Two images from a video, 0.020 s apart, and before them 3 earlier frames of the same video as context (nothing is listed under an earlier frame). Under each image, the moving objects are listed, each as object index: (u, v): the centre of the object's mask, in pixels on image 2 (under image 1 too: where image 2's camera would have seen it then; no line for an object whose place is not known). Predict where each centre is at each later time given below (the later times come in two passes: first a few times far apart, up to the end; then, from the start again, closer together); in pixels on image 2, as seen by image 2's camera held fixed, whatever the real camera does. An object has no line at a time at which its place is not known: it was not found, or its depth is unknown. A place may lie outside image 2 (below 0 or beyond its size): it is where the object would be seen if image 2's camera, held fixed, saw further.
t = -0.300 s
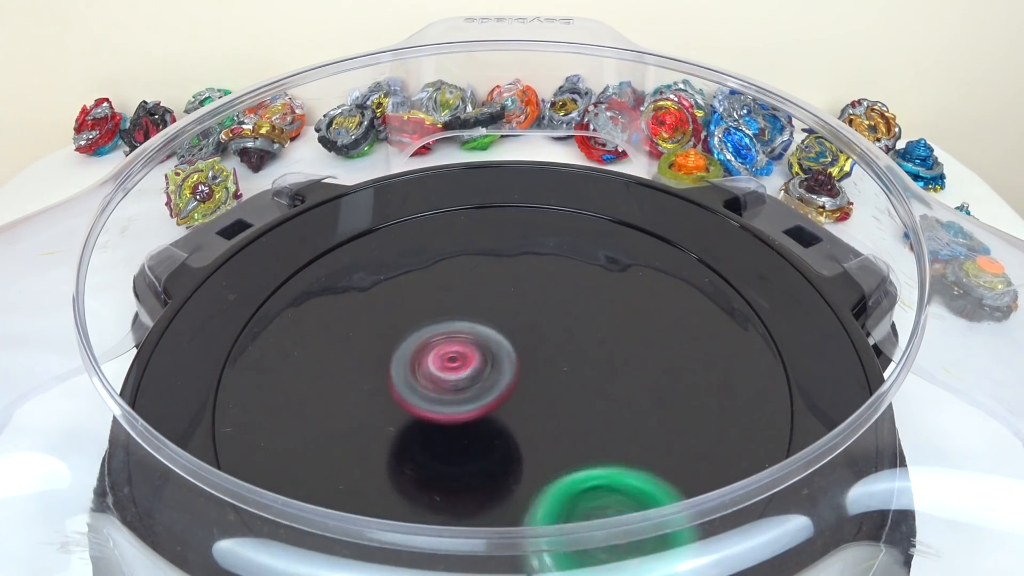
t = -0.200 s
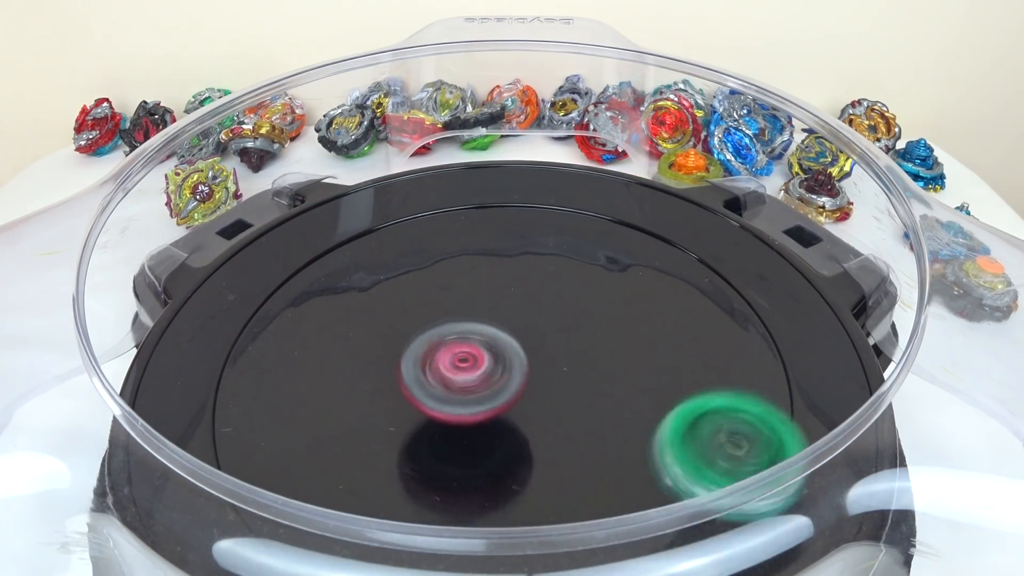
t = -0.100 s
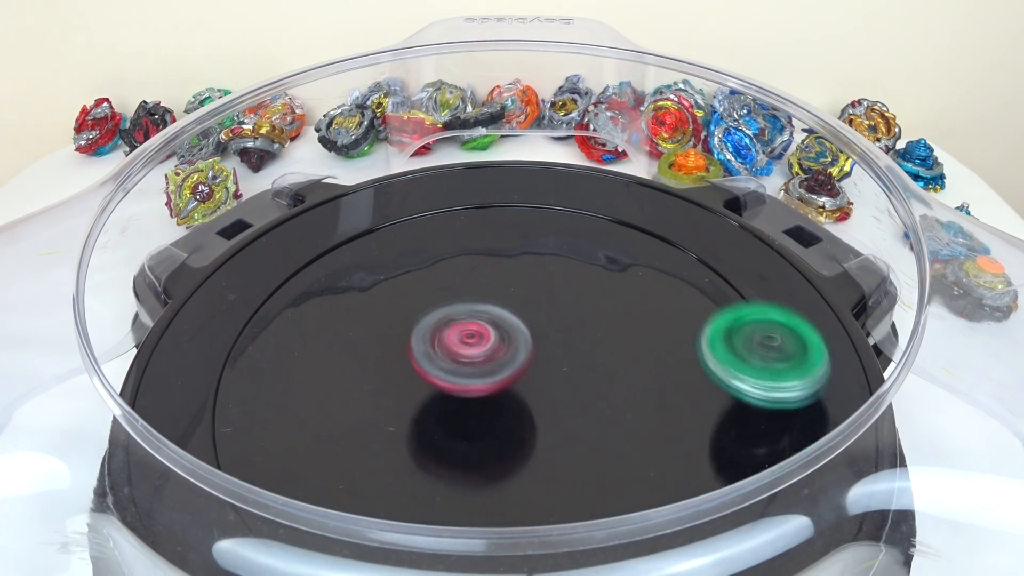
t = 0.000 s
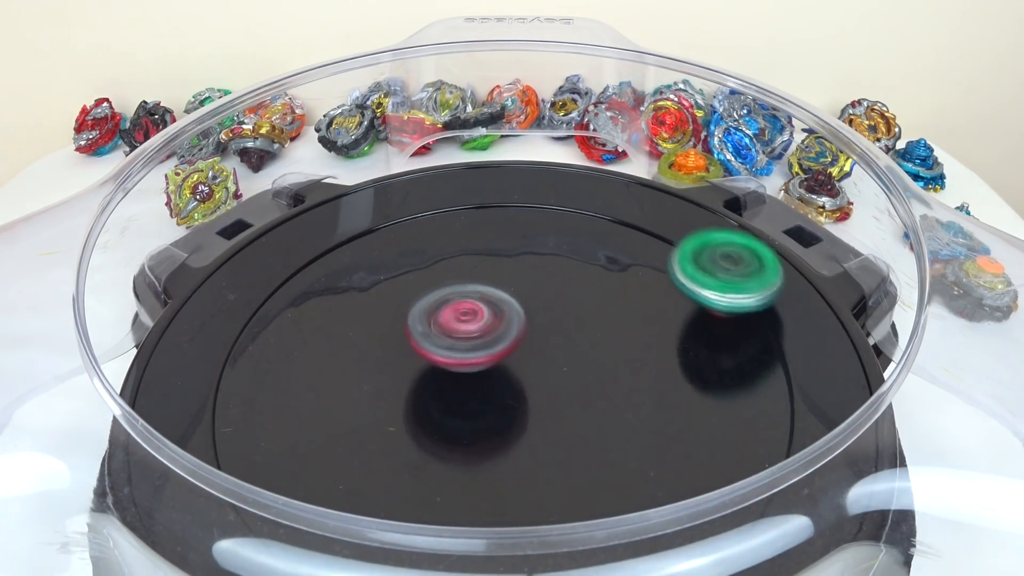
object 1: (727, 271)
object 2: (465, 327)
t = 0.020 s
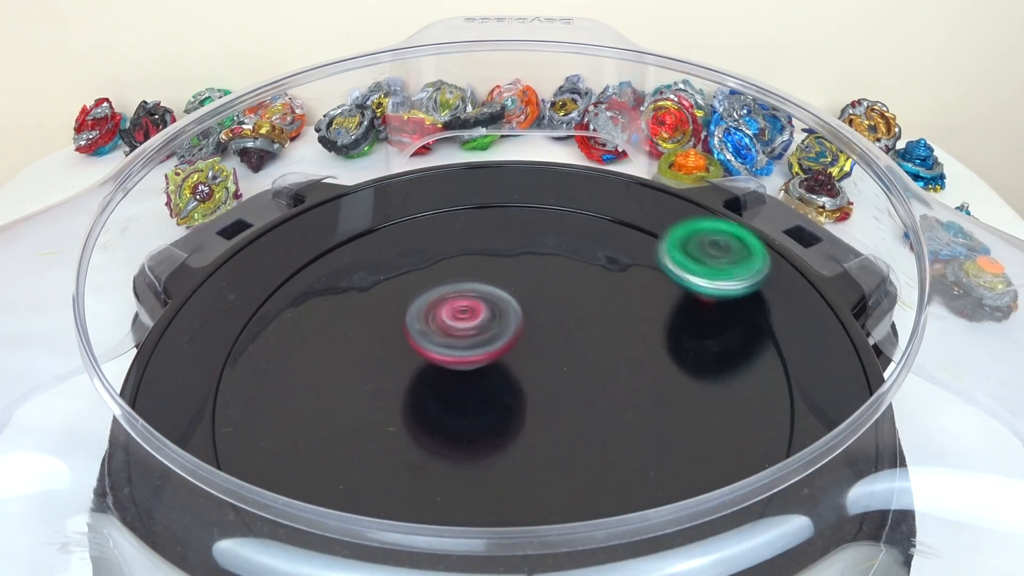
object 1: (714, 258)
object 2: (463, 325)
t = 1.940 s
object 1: (263, 313)
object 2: (469, 370)
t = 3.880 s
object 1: (643, 424)
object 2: (517, 348)
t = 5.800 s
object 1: (473, 374)
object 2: (555, 264)
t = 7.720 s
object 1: (529, 263)
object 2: (495, 426)
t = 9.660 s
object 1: (207, 264)
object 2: (779, 370)
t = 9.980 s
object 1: (400, 312)
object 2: (505, 480)
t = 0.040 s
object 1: (700, 246)
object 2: (462, 323)
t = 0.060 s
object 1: (686, 235)
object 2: (461, 324)
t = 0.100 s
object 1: (653, 217)
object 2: (465, 325)
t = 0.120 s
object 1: (637, 210)
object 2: (471, 327)
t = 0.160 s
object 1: (603, 197)
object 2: (482, 333)
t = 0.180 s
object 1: (585, 192)
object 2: (488, 335)
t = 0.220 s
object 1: (548, 185)
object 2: (501, 341)
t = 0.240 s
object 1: (528, 183)
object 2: (507, 344)
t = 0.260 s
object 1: (508, 182)
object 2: (511, 347)
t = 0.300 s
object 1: (470, 184)
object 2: (521, 350)
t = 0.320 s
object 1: (452, 187)
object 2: (525, 351)
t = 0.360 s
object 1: (415, 195)
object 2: (530, 352)
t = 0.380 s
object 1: (396, 200)
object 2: (531, 350)
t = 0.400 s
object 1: (377, 206)
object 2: (533, 349)
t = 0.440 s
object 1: (344, 220)
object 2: (530, 345)
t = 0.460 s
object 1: (328, 229)
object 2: (525, 342)
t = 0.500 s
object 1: (298, 250)
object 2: (514, 339)
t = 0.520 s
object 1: (284, 261)
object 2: (506, 338)
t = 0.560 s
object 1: (259, 288)
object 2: (487, 338)
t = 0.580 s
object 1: (249, 303)
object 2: (480, 339)
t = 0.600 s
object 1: (241, 319)
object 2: (473, 341)
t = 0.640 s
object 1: (229, 354)
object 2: (463, 347)
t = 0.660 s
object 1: (227, 372)
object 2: (462, 348)
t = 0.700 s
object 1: (233, 408)
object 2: (462, 352)
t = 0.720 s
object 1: (241, 422)
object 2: (464, 353)
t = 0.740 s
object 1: (254, 435)
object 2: (469, 353)
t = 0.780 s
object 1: (276, 475)
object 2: (480, 354)
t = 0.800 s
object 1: (296, 486)
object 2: (486, 355)
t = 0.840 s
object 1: (346, 505)
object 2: (501, 353)
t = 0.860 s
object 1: (373, 515)
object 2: (507, 353)
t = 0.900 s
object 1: (434, 526)
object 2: (520, 348)
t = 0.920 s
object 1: (464, 527)
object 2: (526, 347)
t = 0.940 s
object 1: (495, 528)
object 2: (531, 344)
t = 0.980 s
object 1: (555, 525)
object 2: (536, 336)
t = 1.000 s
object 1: (583, 521)
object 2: (536, 334)
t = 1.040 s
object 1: (638, 504)
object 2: (530, 327)
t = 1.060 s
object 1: (662, 493)
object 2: (526, 326)
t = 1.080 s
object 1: (685, 482)
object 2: (519, 325)
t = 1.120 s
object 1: (713, 448)
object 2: (505, 326)
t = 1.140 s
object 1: (728, 436)
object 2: (500, 328)
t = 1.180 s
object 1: (748, 410)
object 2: (492, 335)
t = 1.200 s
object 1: (753, 394)
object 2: (491, 339)
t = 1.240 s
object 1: (751, 359)
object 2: (490, 349)
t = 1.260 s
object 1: (747, 341)
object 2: (490, 354)
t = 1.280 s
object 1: (742, 325)
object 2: (492, 358)
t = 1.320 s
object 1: (727, 296)
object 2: (497, 368)
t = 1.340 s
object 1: (717, 282)
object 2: (501, 371)
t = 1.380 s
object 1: (693, 259)
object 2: (510, 376)
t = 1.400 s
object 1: (680, 248)
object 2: (515, 375)
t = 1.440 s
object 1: (650, 230)
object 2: (525, 373)
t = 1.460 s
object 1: (635, 222)
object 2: (527, 368)
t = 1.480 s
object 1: (619, 216)
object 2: (529, 363)
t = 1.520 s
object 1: (585, 206)
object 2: (526, 355)
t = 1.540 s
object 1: (566, 202)
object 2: (522, 352)
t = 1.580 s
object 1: (529, 199)
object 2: (511, 348)
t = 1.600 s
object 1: (510, 198)
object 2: (503, 348)
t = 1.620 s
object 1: (492, 199)
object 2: (496, 349)
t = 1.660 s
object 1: (455, 203)
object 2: (479, 350)
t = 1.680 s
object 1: (438, 206)
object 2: (473, 351)
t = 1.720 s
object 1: (406, 215)
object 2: (457, 354)
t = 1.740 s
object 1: (389, 220)
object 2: (451, 356)
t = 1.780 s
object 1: (358, 233)
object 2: (441, 361)
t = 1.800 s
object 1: (343, 240)
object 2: (439, 364)
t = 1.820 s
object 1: (329, 248)
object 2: (439, 366)
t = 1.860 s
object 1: (304, 266)
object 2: (443, 372)
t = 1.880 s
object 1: (292, 277)
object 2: (449, 373)
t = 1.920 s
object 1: (272, 300)
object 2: (461, 373)
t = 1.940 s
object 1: (263, 313)
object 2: (469, 370)
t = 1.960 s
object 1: (256, 327)
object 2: (475, 369)
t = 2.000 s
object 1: (248, 355)
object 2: (483, 358)
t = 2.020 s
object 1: (247, 370)
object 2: (484, 354)
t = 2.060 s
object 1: (250, 403)
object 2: (486, 341)
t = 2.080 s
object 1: (256, 418)
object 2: (485, 335)
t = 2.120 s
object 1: (278, 441)
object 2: (482, 325)
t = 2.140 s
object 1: (292, 451)
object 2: (478, 320)
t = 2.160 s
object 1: (308, 460)
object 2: (474, 317)
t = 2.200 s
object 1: (340, 489)
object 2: (467, 314)
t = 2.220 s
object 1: (362, 497)
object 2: (463, 316)
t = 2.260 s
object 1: (412, 509)
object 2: (456, 320)
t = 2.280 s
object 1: (438, 513)
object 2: (453, 325)
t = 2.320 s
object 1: (491, 516)
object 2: (451, 335)
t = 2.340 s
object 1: (516, 514)
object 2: (453, 340)
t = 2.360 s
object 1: (541, 510)
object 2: (455, 346)
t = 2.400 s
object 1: (587, 485)
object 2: (464, 357)
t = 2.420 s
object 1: (608, 478)
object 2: (471, 362)
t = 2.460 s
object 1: (644, 460)
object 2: (487, 369)
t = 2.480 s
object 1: (659, 449)
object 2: (495, 373)
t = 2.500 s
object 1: (672, 436)
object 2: (503, 373)
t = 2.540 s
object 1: (688, 403)
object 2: (519, 371)
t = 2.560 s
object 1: (691, 387)
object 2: (524, 367)
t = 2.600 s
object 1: (691, 357)
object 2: (527, 363)
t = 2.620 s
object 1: (687, 342)
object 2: (526, 361)
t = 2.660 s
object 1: (675, 315)
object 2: (516, 358)
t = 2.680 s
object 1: (666, 303)
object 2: (512, 359)
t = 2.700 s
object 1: (657, 291)
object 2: (506, 360)
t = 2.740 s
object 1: (635, 272)
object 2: (493, 361)
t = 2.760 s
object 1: (623, 265)
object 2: (485, 362)
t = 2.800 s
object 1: (599, 252)
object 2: (475, 362)
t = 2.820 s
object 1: (586, 246)
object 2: (468, 363)
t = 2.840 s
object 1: (574, 242)
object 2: (465, 363)
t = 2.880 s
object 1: (547, 234)
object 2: (455, 364)
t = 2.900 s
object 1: (534, 231)
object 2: (453, 364)
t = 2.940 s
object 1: (507, 228)
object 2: (450, 365)
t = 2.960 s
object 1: (494, 227)
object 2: (448, 366)
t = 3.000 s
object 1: (468, 228)
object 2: (451, 367)
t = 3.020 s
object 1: (455, 229)
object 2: (451, 368)
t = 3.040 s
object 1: (443, 232)
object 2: (455, 368)
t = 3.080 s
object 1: (419, 240)
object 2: (462, 368)
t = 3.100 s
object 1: (408, 245)
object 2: (469, 369)
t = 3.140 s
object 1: (386, 256)
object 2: (480, 366)
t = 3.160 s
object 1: (376, 263)
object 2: (485, 367)
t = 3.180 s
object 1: (367, 270)
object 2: (491, 363)
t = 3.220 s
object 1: (350, 286)
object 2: (503, 359)
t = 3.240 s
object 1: (343, 295)
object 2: (509, 355)
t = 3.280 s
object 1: (331, 314)
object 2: (517, 347)
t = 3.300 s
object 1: (326, 324)
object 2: (520, 345)
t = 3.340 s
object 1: (321, 346)
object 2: (521, 337)
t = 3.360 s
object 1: (320, 357)
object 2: (517, 332)
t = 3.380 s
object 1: (321, 369)
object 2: (515, 330)
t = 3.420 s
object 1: (326, 392)
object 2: (506, 325)
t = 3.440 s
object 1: (332, 404)
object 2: (501, 325)
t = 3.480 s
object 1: (347, 427)
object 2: (489, 326)
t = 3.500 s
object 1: (357, 437)
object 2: (482, 327)
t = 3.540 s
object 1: (382, 456)
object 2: (472, 333)
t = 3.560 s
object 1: (397, 463)
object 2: (468, 339)
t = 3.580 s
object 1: (413, 468)
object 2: (466, 342)
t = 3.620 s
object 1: (447, 475)
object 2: (466, 353)
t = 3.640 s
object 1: (465, 476)
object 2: (467, 360)
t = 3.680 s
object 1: (500, 477)
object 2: (475, 369)
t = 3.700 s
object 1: (517, 476)
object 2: (480, 370)
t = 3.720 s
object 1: (534, 474)
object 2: (487, 373)
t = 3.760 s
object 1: (567, 467)
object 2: (500, 374)
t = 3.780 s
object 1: (582, 462)
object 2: (504, 374)
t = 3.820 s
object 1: (609, 447)
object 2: (515, 369)
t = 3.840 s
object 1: (621, 439)
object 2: (519, 362)
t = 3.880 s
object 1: (643, 424)
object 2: (517, 348)
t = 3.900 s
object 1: (653, 416)
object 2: (517, 342)
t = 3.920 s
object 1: (660, 407)
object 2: (513, 335)
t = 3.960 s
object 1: (671, 389)
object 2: (508, 323)
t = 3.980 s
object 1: (674, 380)
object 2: (506, 318)
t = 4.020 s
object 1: (674, 361)
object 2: (497, 309)
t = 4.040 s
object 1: (673, 353)
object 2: (493, 304)
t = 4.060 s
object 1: (670, 345)
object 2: (486, 303)
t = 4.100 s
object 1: (661, 330)
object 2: (476, 301)
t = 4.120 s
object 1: (655, 322)
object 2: (472, 300)
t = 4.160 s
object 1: (641, 309)
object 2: (465, 306)
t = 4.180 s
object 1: (633, 304)
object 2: (461, 311)
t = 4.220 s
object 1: (614, 293)
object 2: (460, 322)
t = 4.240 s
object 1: (604, 288)
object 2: (462, 326)
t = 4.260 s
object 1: (593, 284)
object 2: (464, 334)
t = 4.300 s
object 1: (572, 277)
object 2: (474, 346)
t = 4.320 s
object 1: (561, 274)
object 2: (479, 349)
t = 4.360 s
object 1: (538, 270)
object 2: (492, 357)
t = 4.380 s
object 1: (527, 269)
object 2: (500, 362)
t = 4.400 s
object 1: (515, 268)
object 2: (504, 361)
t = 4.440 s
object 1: (492, 270)
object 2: (513, 362)
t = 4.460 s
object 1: (482, 271)
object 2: (518, 362)
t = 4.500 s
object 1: (460, 275)
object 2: (524, 358)
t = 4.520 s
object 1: (449, 278)
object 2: (524, 352)
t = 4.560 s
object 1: (429, 284)
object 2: (522, 346)
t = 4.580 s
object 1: (419, 288)
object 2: (521, 344)
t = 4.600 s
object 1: (409, 292)
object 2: (518, 339)
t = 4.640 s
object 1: (392, 302)
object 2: (510, 332)
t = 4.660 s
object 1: (384, 307)
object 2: (505, 331)
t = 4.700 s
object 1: (368, 319)
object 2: (493, 326)
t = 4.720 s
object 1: (360, 325)
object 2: (488, 325)
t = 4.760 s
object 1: (343, 338)
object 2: (483, 327)
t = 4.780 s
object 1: (337, 344)
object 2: (481, 330)
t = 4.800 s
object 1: (332, 352)
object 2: (477, 332)
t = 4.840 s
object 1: (326, 367)
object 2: (469, 339)
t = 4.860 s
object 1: (325, 374)
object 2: (467, 344)
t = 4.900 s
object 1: (325, 388)
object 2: (460, 353)
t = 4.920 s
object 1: (327, 395)
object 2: (457, 360)
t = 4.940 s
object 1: (330, 402)
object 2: (458, 363)
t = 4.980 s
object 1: (328, 418)
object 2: (469, 370)
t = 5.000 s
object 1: (327, 426)
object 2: (475, 376)
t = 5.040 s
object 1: (331, 441)
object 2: (487, 381)
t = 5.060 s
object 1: (336, 447)
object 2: (495, 382)
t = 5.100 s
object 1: (350, 456)
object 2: (511, 386)
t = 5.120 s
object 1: (357, 459)
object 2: (516, 386)
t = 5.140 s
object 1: (366, 462)
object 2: (525, 387)
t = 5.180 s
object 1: (387, 466)
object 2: (537, 383)
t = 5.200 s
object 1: (399, 466)
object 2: (541, 376)
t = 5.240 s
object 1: (421, 464)
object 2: (547, 368)
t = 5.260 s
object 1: (433, 461)
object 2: (548, 364)
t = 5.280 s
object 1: (445, 457)
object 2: (548, 357)
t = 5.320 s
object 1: (465, 446)
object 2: (546, 348)
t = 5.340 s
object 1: (473, 440)
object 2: (542, 342)
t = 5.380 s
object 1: (491, 426)
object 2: (534, 331)
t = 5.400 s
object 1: (498, 418)
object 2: (532, 327)
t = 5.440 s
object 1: (504, 408)
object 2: (522, 309)
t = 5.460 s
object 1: (503, 407)
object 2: (521, 300)
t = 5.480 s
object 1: (502, 405)
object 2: (520, 288)
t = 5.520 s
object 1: (502, 400)
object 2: (519, 274)
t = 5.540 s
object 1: (502, 396)
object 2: (521, 269)
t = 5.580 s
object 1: (501, 387)
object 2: (521, 259)
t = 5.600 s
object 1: (500, 383)
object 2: (520, 259)
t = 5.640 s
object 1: (498, 376)
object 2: (523, 260)
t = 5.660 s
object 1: (498, 373)
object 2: (525, 259)
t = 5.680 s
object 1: (498, 369)
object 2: (526, 265)
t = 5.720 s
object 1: (495, 360)
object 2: (530, 270)
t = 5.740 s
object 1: (493, 358)
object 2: (535, 276)
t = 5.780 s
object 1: (479, 368)
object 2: (548, 269)
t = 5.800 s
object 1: (473, 374)
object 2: (555, 264)
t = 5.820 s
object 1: (468, 378)
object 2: (561, 265)
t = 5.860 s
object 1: (460, 384)
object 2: (569, 266)
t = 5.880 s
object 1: (458, 387)
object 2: (573, 270)
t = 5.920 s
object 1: (456, 391)
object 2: (578, 277)
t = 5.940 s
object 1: (456, 392)
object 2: (582, 278)
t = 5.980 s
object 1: (455, 392)
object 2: (585, 287)
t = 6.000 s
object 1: (456, 392)
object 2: (585, 288)
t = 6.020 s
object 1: (458, 392)
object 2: (585, 294)
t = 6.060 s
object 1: (461, 388)
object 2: (582, 298)
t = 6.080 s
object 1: (462, 386)
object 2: (580, 302)
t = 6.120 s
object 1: (465, 382)
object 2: (573, 310)
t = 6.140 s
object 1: (466, 378)
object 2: (569, 309)
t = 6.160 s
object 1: (467, 375)
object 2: (564, 313)
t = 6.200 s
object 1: (457, 369)
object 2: (564, 313)
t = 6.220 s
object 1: (449, 368)
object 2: (568, 317)
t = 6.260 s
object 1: (435, 361)
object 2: (570, 317)
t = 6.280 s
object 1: (430, 359)
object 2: (570, 325)
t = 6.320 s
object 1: (423, 355)
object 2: (569, 336)
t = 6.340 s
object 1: (422, 352)
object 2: (567, 341)
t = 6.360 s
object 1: (420, 349)
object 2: (565, 348)
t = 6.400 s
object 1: (418, 345)
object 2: (555, 360)
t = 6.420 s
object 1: (419, 344)
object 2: (547, 363)
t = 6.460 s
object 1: (418, 340)
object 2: (537, 371)
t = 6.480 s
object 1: (413, 336)
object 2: (537, 375)
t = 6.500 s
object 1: (408, 332)
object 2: (541, 380)
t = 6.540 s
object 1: (401, 326)
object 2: (542, 387)
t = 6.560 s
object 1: (398, 324)
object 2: (542, 389)
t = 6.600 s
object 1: (395, 321)
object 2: (539, 393)
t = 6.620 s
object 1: (394, 320)
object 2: (536, 393)
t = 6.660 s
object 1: (393, 317)
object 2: (530, 392)
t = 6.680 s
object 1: (394, 316)
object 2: (526, 391)
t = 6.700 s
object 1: (395, 315)
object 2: (523, 391)
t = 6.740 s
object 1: (398, 313)
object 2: (514, 388)
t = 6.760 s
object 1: (401, 313)
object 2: (508, 387)
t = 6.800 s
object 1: (405, 311)
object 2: (500, 384)
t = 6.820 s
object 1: (407, 311)
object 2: (493, 382)
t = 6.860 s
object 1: (412, 310)
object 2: (490, 382)
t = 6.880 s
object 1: (409, 302)
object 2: (496, 389)
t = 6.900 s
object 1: (406, 296)
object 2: (503, 395)
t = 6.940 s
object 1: (405, 288)
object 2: (514, 407)
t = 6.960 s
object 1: (404, 285)
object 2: (516, 412)
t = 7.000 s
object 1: (404, 284)
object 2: (525, 416)
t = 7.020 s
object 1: (405, 283)
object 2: (526, 419)
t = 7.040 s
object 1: (407, 283)
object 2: (530, 418)
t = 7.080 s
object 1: (412, 286)
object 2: (531, 417)
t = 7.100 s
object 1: (416, 287)
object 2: (532, 413)
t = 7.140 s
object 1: (423, 291)
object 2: (531, 408)
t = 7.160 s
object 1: (428, 293)
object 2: (528, 403)
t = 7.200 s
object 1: (437, 297)
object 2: (525, 395)
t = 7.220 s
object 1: (443, 301)
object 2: (521, 392)
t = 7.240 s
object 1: (449, 303)
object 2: (520, 388)
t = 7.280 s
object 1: (457, 304)
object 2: (515, 382)
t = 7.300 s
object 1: (460, 302)
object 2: (519, 384)
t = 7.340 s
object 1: (464, 295)
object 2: (522, 389)
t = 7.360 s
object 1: (466, 294)
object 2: (523, 389)
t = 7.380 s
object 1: (469, 293)
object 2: (523, 390)
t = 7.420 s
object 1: (474, 293)
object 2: (524, 389)
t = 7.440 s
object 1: (478, 294)
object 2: (522, 388)
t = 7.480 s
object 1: (486, 294)
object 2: (519, 385)
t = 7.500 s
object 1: (491, 295)
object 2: (518, 384)
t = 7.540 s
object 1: (501, 292)
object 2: (515, 386)
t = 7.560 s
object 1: (505, 285)
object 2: (512, 395)
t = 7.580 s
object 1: (510, 279)
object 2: (511, 403)
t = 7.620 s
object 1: (515, 270)
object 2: (505, 415)
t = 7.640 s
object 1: (519, 267)
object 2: (503, 419)
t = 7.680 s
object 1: (522, 263)
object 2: (499, 424)
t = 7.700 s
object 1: (525, 263)
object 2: (497, 425)
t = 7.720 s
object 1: (529, 263)
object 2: (495, 426)
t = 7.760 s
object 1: (533, 265)
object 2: (492, 423)
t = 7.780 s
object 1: (536, 266)
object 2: (490, 422)
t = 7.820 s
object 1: (541, 271)
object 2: (487, 416)
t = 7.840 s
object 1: (544, 273)
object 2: (486, 413)
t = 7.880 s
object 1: (549, 278)
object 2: (484, 405)
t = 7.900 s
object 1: (552, 281)
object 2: (484, 402)
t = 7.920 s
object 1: (554, 283)
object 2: (484, 398)
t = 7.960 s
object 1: (560, 289)
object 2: (483, 389)
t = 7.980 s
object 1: (561, 291)
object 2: (482, 384)
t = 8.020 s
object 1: (566, 298)
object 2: (481, 375)
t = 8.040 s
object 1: (567, 300)
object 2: (479, 371)
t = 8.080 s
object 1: (572, 308)
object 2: (477, 363)
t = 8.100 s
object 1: (579, 308)
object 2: (465, 362)
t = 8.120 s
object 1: (588, 310)
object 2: (450, 358)
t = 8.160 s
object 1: (602, 313)
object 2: (427, 356)
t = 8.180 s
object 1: (608, 315)
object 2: (419, 352)
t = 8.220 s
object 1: (614, 319)
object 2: (405, 351)
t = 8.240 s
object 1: (616, 322)
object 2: (402, 347)
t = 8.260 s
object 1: (615, 325)
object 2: (398, 348)
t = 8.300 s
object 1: (615, 334)
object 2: (399, 345)
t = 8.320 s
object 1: (612, 337)
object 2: (400, 347)
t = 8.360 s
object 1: (610, 346)
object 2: (407, 344)
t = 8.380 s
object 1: (607, 351)
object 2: (412, 347)
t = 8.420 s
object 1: (602, 360)
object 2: (424, 343)
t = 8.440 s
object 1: (599, 365)
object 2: (431, 345)
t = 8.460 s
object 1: (598, 369)
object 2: (439, 342)
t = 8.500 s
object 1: (590, 378)
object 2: (453, 342)
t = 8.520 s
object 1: (587, 381)
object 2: (459, 339)
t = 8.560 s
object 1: (577, 390)
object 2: (470, 337)
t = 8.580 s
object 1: (571, 393)
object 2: (473, 335)
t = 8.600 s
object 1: (565, 396)
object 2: (476, 329)
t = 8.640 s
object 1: (552, 402)
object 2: (479, 329)
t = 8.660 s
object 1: (544, 406)
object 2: (479, 326)
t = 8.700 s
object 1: (529, 410)
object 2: (479, 330)
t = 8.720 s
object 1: (520, 412)
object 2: (478, 327)
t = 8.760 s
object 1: (504, 416)
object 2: (479, 331)
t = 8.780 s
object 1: (497, 417)
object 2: (478, 329)
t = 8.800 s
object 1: (488, 418)
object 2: (479, 331)
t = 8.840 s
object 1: (472, 422)
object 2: (477, 332)
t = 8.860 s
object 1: (463, 428)
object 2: (475, 328)
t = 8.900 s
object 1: (447, 437)
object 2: (470, 321)
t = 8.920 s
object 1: (440, 441)
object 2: (469, 316)
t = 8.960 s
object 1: (427, 444)
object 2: (466, 318)
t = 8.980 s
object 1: (420, 445)
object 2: (465, 315)
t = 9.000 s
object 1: (414, 445)
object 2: (465, 315)
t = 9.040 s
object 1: (403, 444)
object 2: (465, 321)
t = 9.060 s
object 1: (396, 442)
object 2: (466, 319)
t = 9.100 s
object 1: (387, 438)
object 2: (468, 331)
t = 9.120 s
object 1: (381, 436)
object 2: (471, 328)
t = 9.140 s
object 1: (378, 434)
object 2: (471, 330)
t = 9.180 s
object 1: (369, 429)
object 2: (479, 338)
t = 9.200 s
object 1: (368, 425)
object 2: (480, 335)
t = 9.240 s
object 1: (365, 419)
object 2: (486, 345)
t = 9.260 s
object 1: (363, 414)
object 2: (490, 342)
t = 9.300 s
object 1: (364, 405)
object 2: (494, 346)
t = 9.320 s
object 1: (364, 401)
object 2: (498, 348)
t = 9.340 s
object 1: (367, 397)
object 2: (499, 345)
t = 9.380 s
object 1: (371, 387)
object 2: (504, 351)
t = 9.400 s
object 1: (375, 380)
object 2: (505, 351)
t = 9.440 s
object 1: (383, 370)
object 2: (507, 349)
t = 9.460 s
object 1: (387, 363)
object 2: (507, 355)
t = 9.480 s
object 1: (390, 359)
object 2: (508, 355)
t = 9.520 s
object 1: (345, 337)
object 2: (567, 362)
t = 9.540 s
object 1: (315, 319)
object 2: (609, 366)
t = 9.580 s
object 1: (266, 297)
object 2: (693, 365)
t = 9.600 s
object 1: (247, 285)
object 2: (731, 366)
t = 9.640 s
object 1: (216, 269)
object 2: (766, 362)
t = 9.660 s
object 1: (207, 264)
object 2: (779, 370)
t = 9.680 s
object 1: (209, 263)
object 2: (788, 380)
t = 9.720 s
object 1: (222, 264)
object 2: (794, 390)
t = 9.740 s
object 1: (230, 266)
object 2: (791, 396)
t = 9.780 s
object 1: (251, 268)
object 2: (785, 431)
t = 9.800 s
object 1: (262, 268)
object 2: (774, 443)
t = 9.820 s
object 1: (275, 273)
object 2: (757, 453)
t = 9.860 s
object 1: (304, 282)
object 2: (709, 464)
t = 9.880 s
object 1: (317, 288)
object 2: (677, 477)
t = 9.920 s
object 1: (350, 299)
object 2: (612, 488)
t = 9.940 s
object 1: (367, 302)
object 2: (578, 492)
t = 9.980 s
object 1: (400, 312)
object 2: (505, 480)
